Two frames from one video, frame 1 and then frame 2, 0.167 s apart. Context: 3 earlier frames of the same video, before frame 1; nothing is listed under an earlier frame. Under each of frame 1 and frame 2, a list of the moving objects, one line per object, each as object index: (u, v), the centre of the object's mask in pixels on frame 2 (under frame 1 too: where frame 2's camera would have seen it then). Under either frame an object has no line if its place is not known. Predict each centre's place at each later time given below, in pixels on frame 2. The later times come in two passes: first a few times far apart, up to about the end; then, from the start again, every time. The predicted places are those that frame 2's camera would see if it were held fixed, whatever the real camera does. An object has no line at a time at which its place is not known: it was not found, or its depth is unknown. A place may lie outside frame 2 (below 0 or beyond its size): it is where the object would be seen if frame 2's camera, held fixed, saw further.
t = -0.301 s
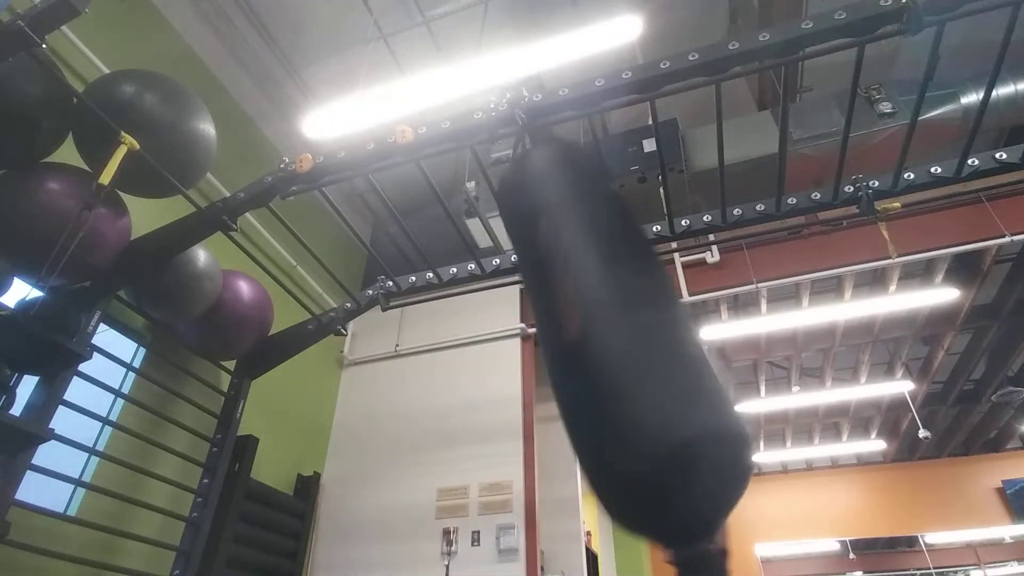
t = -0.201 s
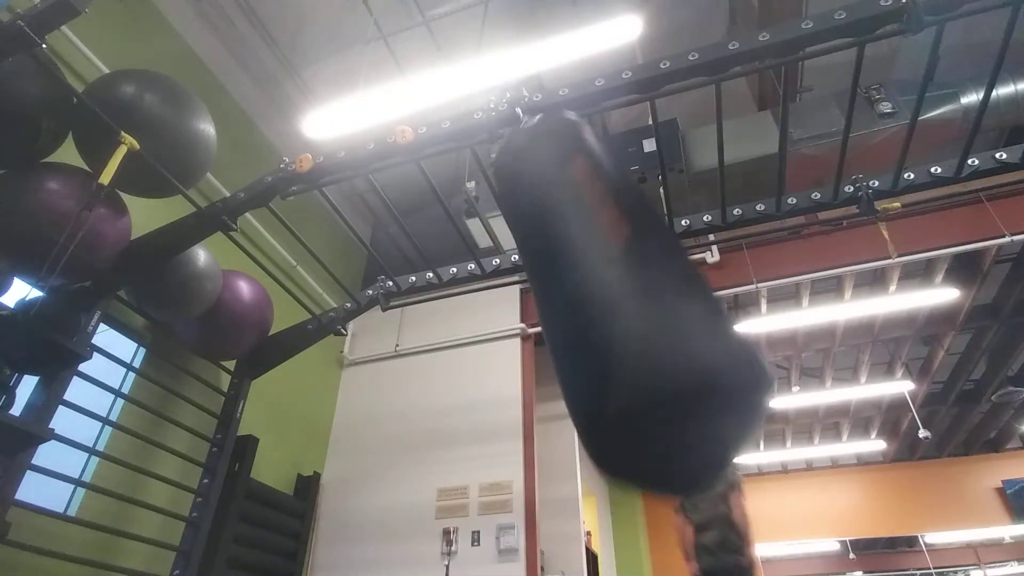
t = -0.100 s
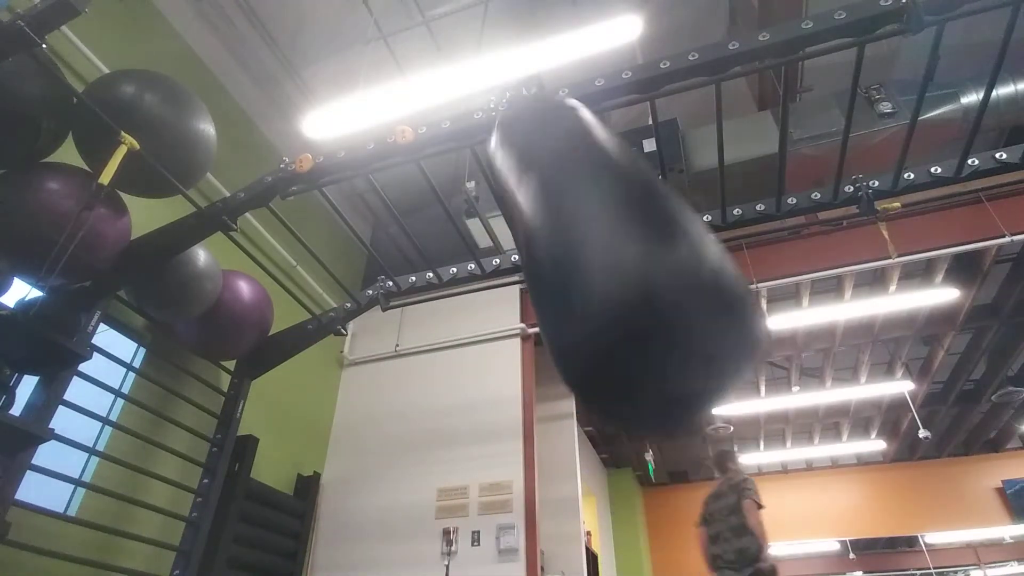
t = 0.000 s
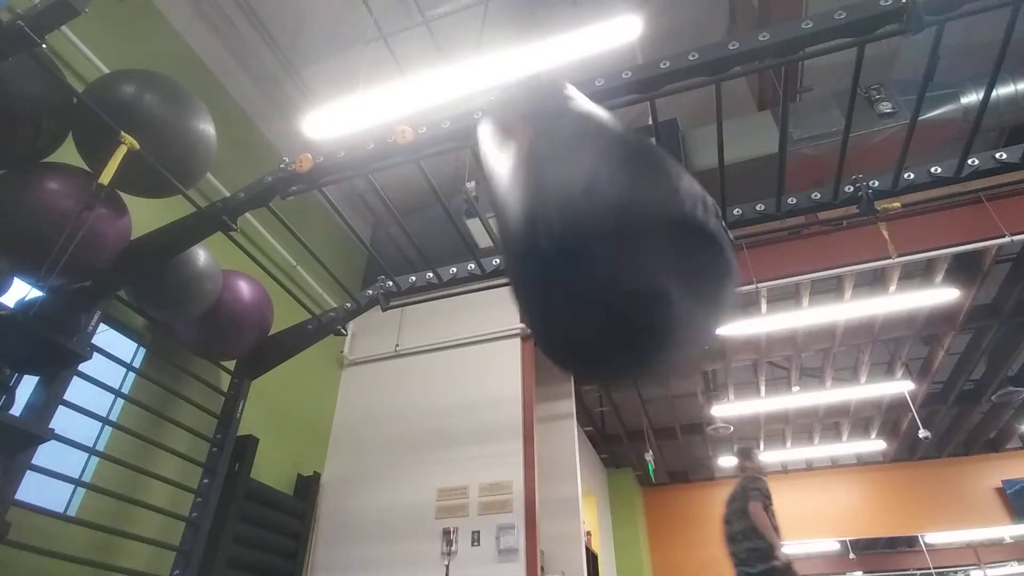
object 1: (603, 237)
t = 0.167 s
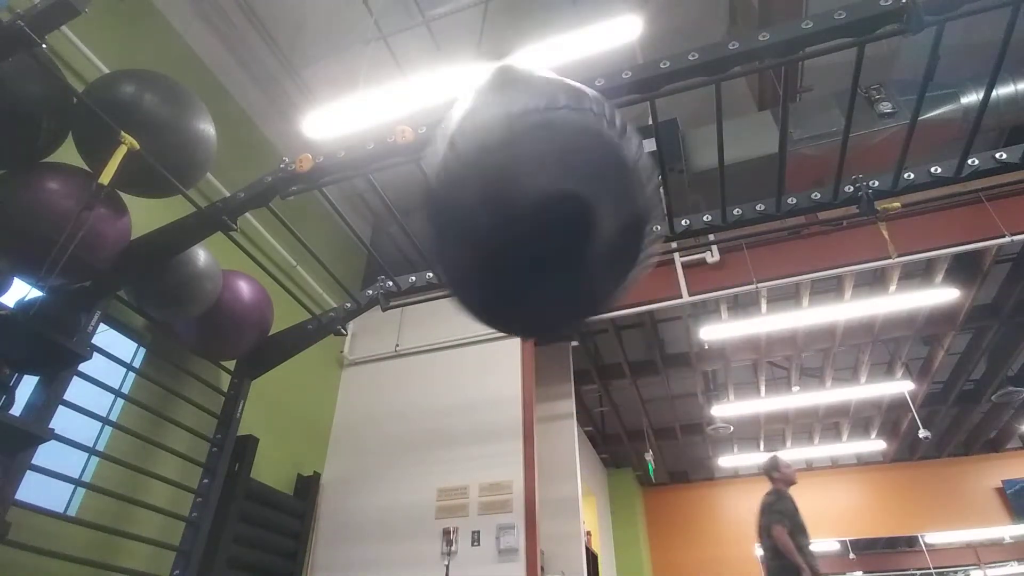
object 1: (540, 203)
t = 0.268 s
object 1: (487, 203)
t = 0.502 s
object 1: (421, 260)
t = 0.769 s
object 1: (418, 361)
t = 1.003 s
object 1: (449, 400)
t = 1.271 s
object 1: (493, 404)
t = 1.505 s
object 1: (531, 399)
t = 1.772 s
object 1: (573, 400)
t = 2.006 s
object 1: (603, 396)
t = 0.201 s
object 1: (521, 201)
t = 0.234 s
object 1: (504, 201)
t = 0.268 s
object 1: (487, 203)
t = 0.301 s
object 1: (471, 206)
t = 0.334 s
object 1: (460, 211)
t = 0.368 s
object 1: (446, 218)
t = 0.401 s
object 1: (437, 227)
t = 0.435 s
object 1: (431, 237)
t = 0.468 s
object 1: (425, 248)
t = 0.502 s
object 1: (421, 260)
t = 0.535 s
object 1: (419, 273)
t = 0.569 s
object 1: (415, 287)
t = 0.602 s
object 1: (413, 300)
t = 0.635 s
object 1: (413, 313)
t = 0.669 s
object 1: (413, 325)
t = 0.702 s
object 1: (414, 337)
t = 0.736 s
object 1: (415, 349)
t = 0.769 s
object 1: (418, 361)
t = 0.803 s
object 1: (421, 369)
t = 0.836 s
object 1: (424, 379)
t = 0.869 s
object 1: (429, 384)
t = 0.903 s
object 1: (434, 391)
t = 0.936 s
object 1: (439, 396)
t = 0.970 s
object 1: (443, 399)
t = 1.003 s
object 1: (449, 400)
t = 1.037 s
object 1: (456, 400)
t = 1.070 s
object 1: (461, 401)
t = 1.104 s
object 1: (467, 403)
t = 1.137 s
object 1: (472, 405)
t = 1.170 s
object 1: (478, 405)
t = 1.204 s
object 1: (482, 405)
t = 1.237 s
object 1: (489, 404)
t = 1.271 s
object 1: (493, 404)
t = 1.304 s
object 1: (500, 404)
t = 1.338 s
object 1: (504, 405)
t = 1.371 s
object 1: (509, 405)
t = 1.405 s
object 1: (516, 403)
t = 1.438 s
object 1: (521, 401)
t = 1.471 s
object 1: (526, 402)
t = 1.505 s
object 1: (531, 399)
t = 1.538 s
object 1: (537, 399)
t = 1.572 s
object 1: (542, 398)
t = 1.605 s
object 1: (547, 399)
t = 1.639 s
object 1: (553, 399)
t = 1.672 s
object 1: (559, 400)
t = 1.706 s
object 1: (563, 400)
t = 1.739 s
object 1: (568, 400)
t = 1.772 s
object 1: (573, 400)
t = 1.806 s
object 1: (579, 400)
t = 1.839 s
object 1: (583, 400)
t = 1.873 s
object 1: (588, 400)
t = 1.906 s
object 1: (592, 400)
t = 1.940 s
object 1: (596, 399)
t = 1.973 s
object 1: (599, 398)
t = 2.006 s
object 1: (603, 396)
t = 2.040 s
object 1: (606, 393)
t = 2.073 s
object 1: (609, 390)
